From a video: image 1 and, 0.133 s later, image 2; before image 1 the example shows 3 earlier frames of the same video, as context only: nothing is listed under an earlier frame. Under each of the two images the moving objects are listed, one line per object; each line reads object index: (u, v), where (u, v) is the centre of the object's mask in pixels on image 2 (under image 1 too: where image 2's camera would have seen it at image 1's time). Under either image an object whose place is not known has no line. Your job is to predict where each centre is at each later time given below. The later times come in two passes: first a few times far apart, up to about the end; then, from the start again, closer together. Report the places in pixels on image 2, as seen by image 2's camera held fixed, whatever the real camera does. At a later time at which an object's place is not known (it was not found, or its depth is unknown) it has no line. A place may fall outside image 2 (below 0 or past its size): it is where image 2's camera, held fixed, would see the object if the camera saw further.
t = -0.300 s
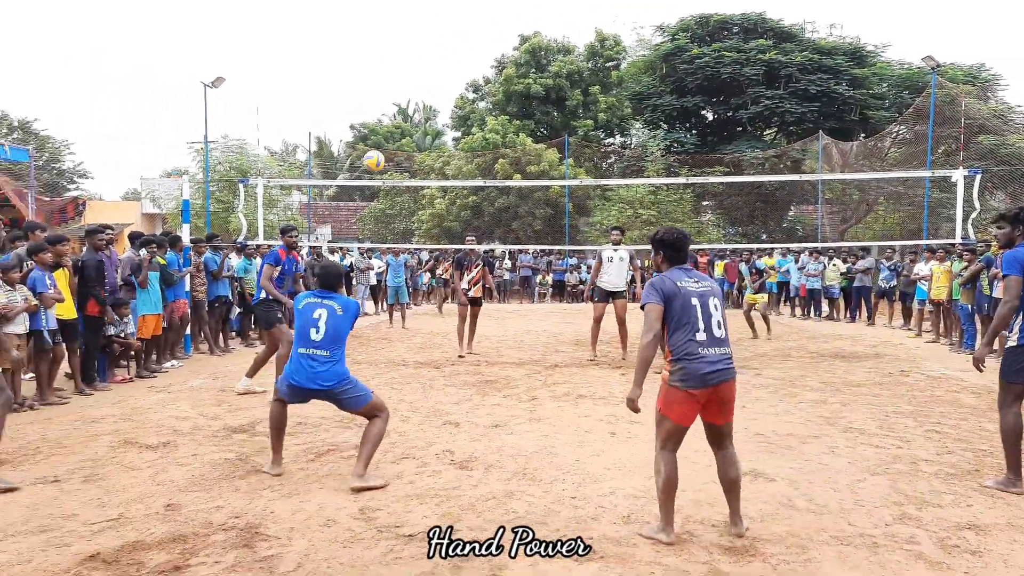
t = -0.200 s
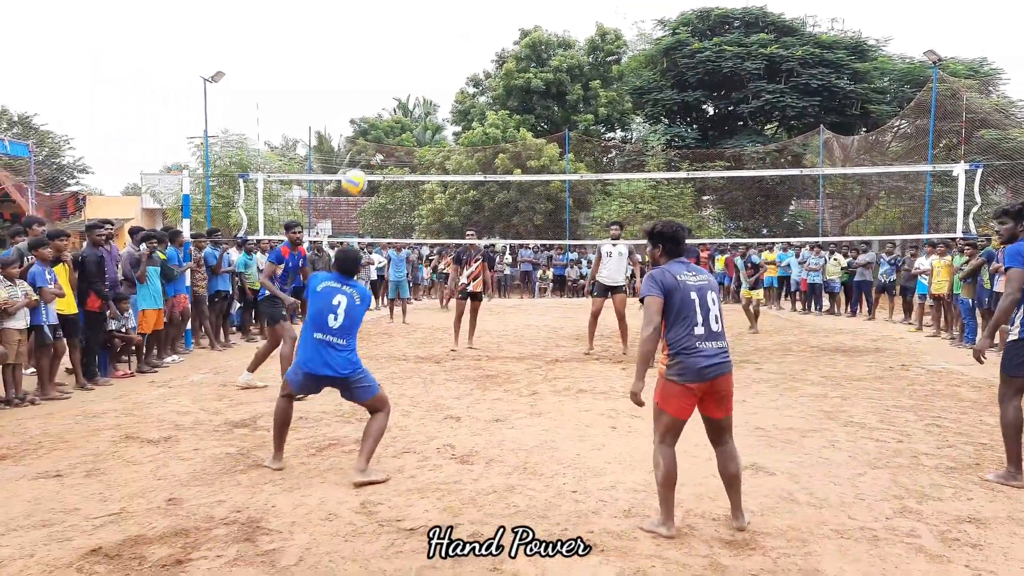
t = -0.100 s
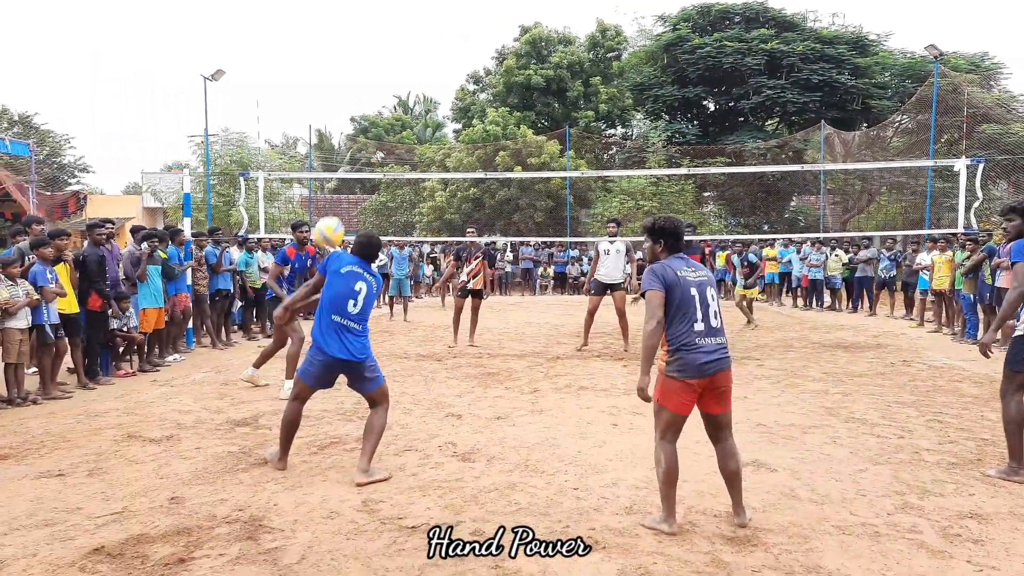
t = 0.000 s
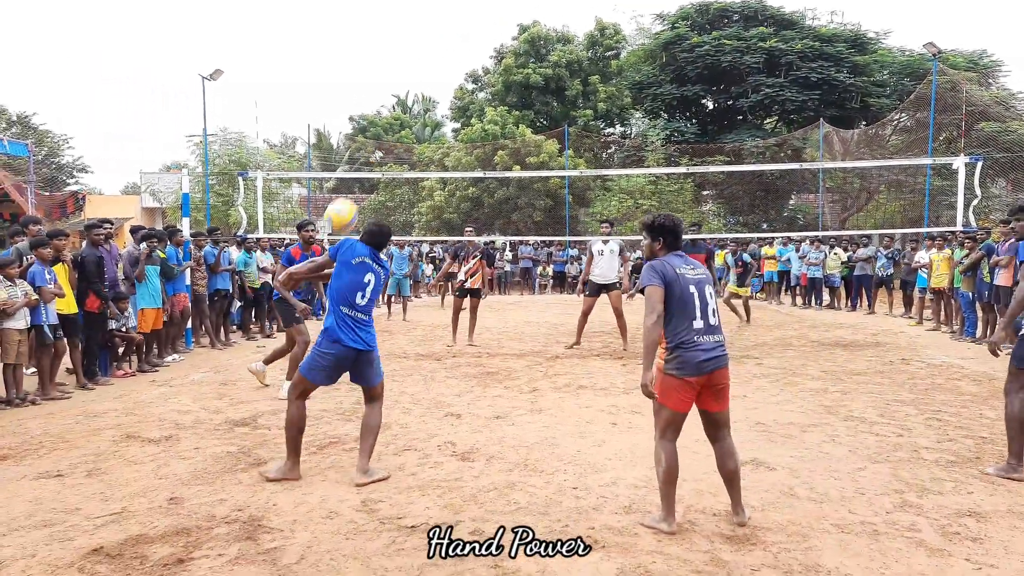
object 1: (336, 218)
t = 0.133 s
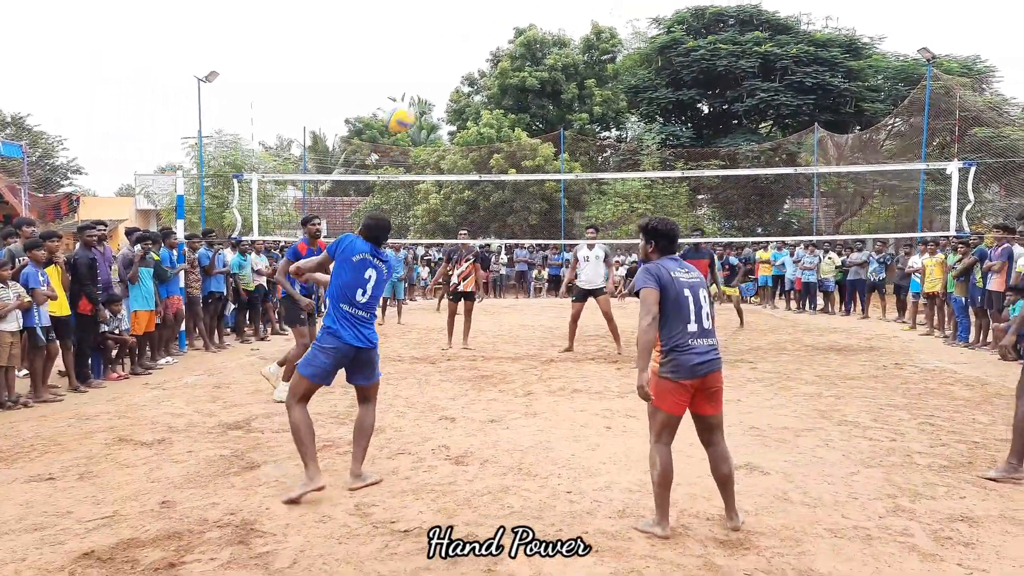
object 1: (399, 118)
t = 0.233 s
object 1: (442, 66)
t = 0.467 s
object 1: (525, 6)
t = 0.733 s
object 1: (597, 20)
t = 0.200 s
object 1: (428, 81)
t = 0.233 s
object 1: (442, 66)
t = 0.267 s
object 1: (455, 52)
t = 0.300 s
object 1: (467, 39)
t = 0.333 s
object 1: (480, 30)
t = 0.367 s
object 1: (492, 22)
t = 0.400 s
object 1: (503, 15)
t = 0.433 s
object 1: (514, 10)
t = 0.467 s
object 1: (525, 6)
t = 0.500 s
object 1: (535, 3)
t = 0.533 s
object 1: (545, 2)
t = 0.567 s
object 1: (555, 3)
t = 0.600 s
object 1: (564, 4)
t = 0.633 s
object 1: (572, 6)
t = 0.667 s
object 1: (581, 10)
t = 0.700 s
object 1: (589, 14)
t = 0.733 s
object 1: (597, 20)
